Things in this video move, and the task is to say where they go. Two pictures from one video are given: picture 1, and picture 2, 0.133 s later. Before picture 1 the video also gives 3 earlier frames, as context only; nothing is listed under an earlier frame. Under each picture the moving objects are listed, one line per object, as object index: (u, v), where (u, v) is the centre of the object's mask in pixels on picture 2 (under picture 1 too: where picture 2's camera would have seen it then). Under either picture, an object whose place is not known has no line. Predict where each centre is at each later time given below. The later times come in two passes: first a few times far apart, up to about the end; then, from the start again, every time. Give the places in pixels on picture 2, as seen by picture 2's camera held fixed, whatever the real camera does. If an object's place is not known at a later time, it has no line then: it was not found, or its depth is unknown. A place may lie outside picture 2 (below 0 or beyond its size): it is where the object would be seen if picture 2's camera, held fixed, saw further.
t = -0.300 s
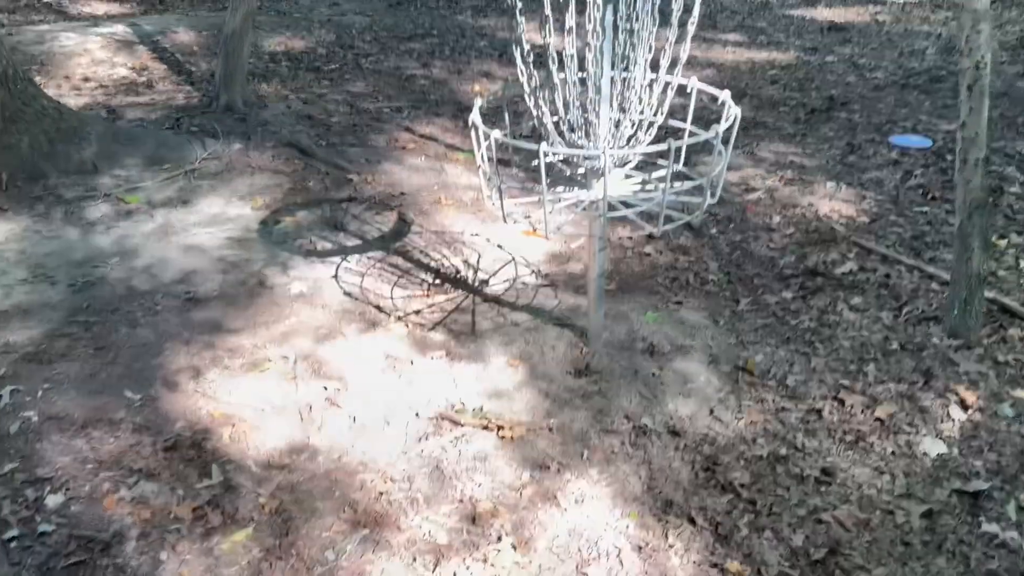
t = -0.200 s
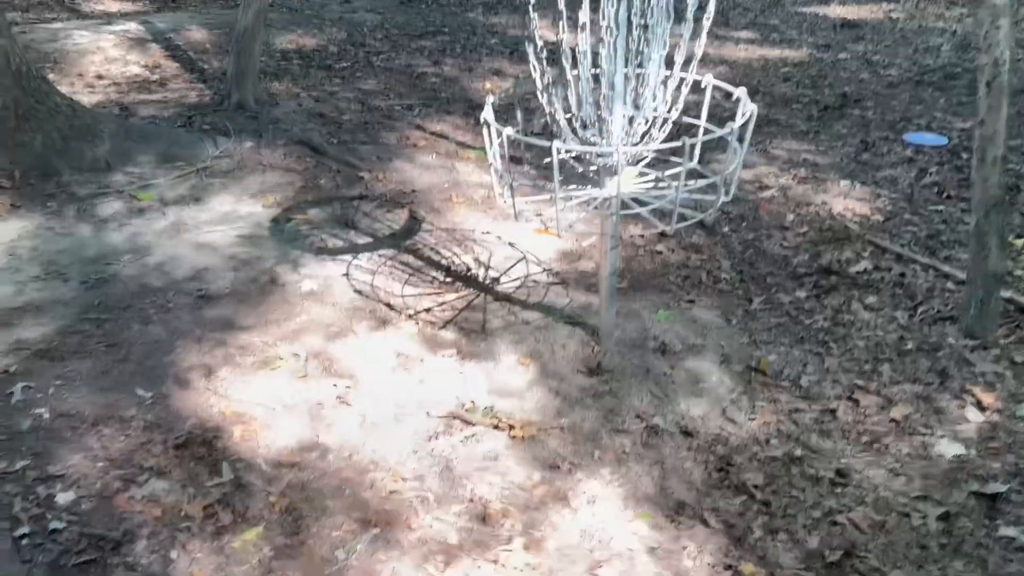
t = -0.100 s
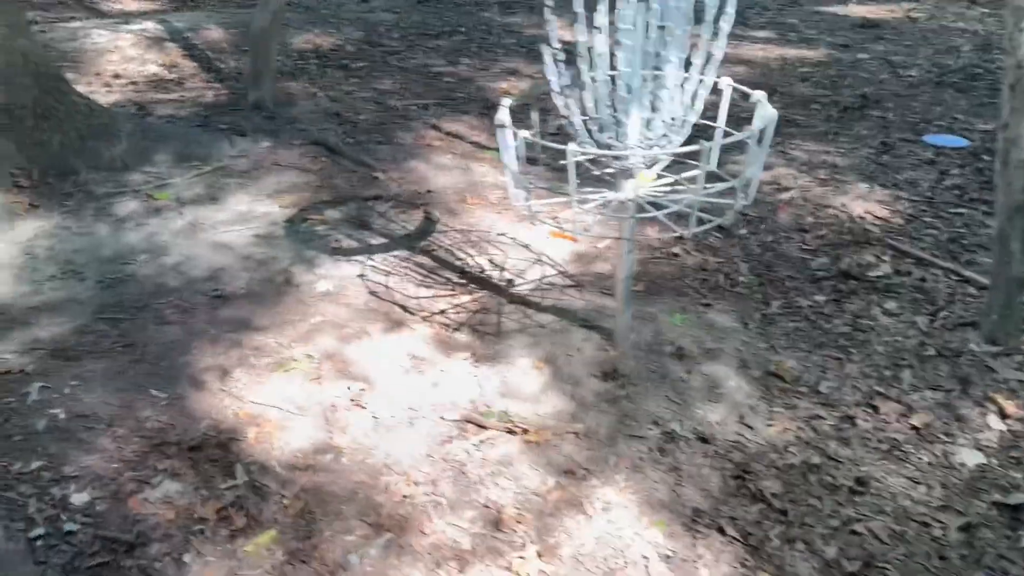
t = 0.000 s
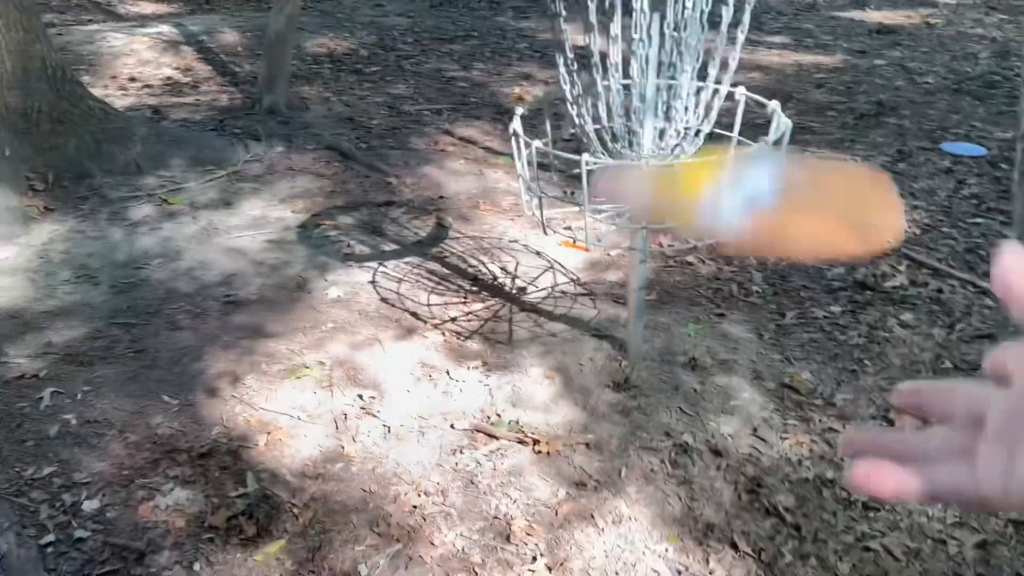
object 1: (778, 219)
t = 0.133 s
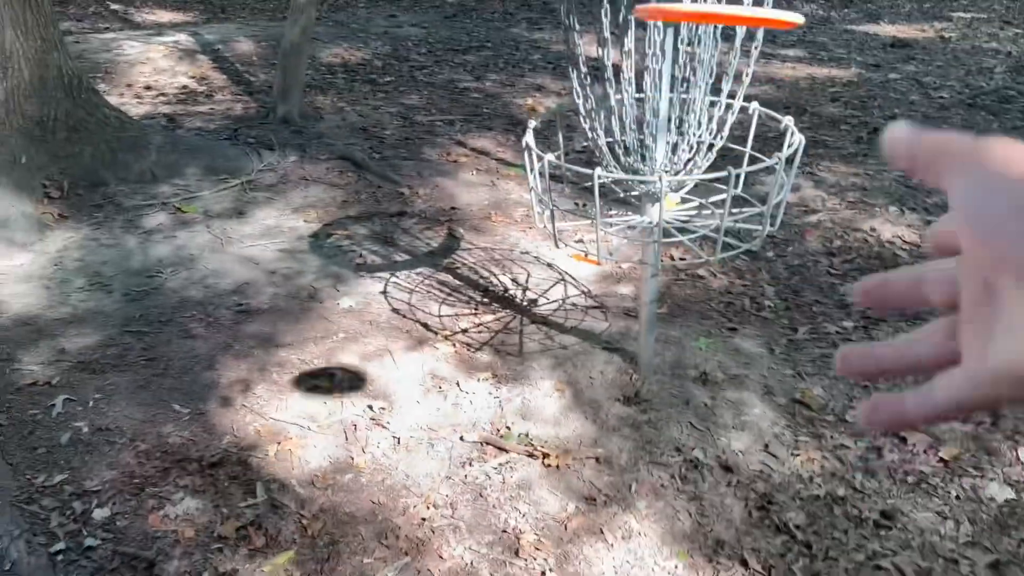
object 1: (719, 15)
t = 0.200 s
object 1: (707, 21)
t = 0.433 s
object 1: (676, 102)
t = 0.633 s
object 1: (677, 184)
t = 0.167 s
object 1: (713, 15)
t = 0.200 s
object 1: (707, 21)
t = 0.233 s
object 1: (702, 31)
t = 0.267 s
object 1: (697, 45)
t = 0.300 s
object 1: (692, 61)
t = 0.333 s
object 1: (688, 73)
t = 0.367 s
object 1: (685, 83)
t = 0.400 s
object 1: (681, 91)
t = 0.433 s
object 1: (676, 102)
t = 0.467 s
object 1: (672, 115)
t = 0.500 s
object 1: (668, 130)
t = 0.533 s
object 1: (667, 143)
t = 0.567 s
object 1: (669, 154)
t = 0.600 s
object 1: (673, 169)
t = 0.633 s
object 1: (677, 184)
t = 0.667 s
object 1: (676, 201)
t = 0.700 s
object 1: (678, 213)
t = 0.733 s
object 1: (672, 219)
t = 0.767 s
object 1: (671, 223)
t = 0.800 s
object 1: (669, 225)
